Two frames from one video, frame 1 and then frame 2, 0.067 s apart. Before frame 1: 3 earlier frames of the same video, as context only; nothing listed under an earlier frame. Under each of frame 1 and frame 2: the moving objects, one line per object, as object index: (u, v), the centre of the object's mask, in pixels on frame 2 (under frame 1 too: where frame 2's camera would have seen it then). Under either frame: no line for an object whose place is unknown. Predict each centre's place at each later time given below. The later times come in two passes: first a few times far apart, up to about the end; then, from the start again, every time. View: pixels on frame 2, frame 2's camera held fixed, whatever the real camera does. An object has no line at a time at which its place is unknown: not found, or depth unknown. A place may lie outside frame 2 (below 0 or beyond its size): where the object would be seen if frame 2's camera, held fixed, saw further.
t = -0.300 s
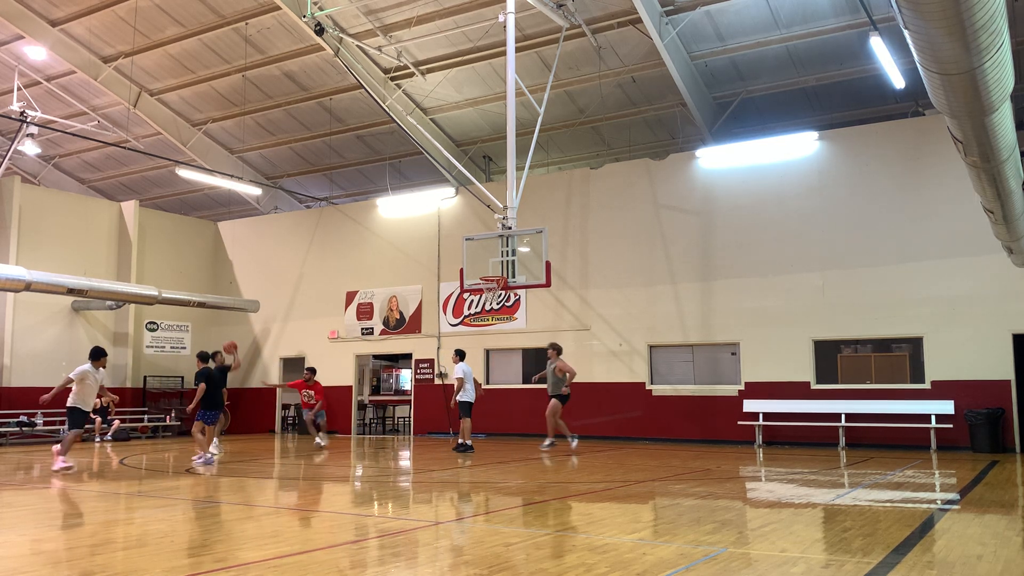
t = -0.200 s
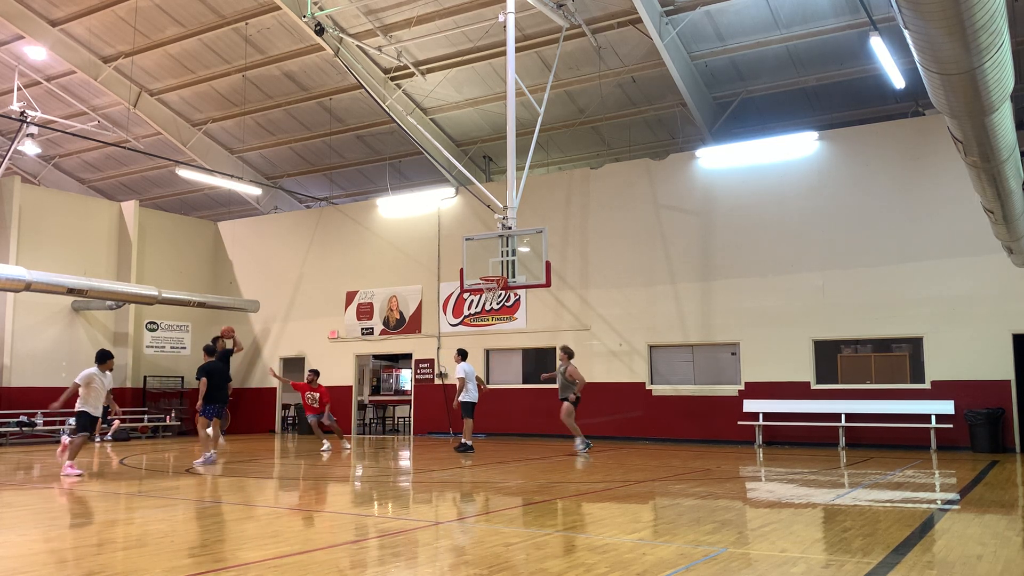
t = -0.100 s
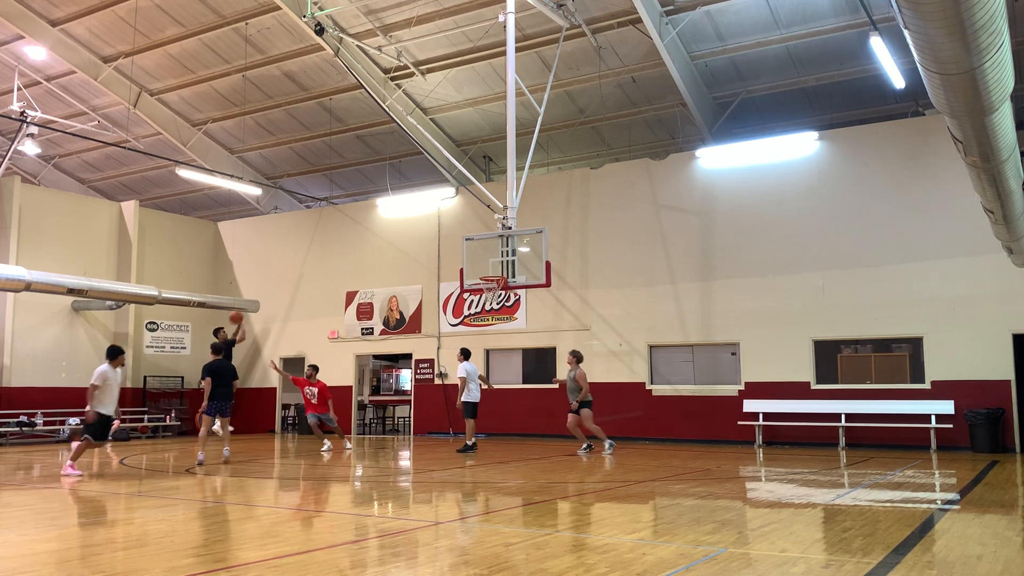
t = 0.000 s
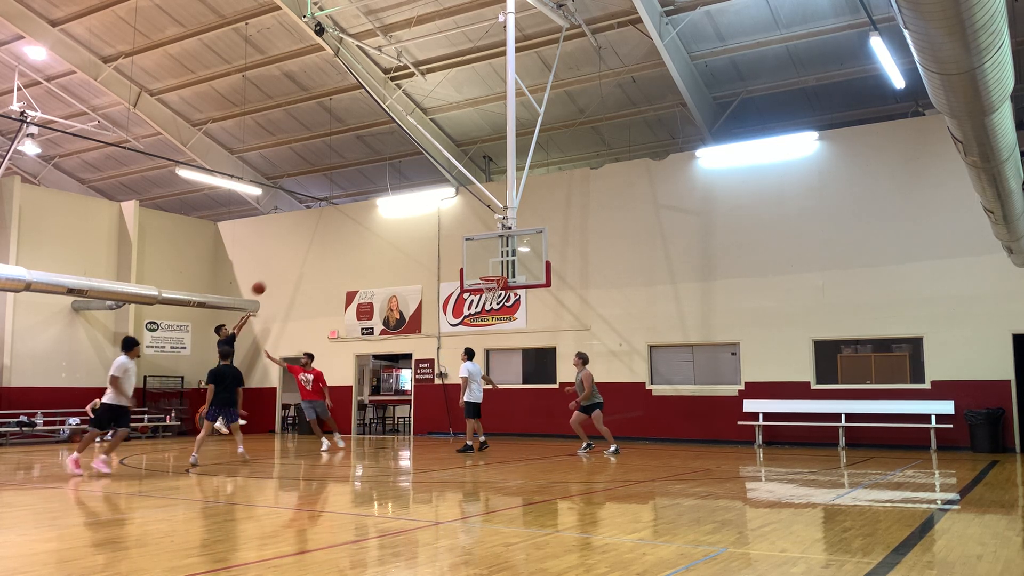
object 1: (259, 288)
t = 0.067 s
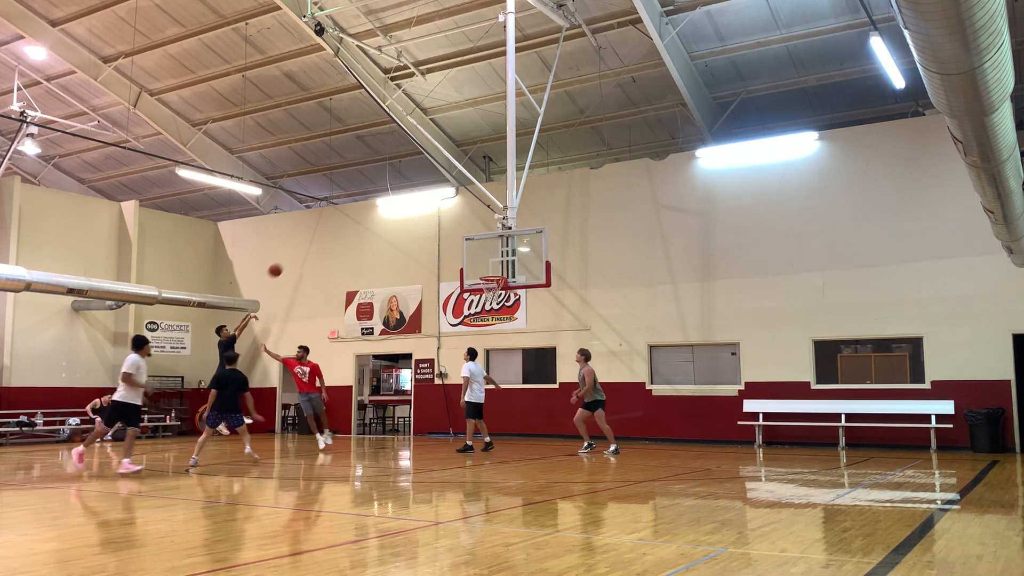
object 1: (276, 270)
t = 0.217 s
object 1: (313, 239)
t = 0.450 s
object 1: (367, 217)
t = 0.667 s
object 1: (417, 221)
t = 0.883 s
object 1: (466, 250)
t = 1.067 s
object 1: (499, 272)
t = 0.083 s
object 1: (280, 266)
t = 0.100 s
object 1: (284, 262)
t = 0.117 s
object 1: (288, 258)
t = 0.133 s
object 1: (292, 255)
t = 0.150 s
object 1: (296, 251)
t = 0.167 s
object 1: (300, 248)
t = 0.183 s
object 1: (308, 245)
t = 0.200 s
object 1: (310, 242)
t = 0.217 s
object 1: (313, 239)
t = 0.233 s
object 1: (317, 237)
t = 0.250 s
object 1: (321, 234)
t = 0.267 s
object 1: (325, 232)
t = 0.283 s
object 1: (329, 230)
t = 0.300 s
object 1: (332, 228)
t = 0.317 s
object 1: (336, 226)
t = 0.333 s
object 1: (340, 224)
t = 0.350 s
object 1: (344, 223)
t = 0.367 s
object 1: (348, 221)
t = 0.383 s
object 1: (352, 220)
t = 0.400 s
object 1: (356, 219)
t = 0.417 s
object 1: (360, 218)
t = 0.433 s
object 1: (364, 217)
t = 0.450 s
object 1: (367, 217)
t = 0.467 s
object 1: (371, 216)
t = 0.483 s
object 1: (375, 216)
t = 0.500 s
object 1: (379, 216)
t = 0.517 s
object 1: (383, 216)
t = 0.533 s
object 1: (386, 216)
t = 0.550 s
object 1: (390, 216)
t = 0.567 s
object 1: (394, 216)
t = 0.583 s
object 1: (398, 217)
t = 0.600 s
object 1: (402, 217)
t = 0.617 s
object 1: (406, 218)
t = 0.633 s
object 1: (410, 219)
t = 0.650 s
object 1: (414, 220)
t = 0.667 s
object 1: (417, 221)
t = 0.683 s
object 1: (421, 223)
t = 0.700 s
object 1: (425, 224)
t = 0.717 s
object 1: (429, 226)
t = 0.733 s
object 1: (432, 228)
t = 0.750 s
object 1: (436, 230)
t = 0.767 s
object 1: (440, 232)
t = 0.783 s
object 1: (443, 234)
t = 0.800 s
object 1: (447, 237)
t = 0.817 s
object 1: (451, 239)
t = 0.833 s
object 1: (455, 242)
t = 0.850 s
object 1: (458, 244)
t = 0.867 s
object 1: (462, 248)
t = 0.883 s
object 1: (466, 250)
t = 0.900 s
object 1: (469, 254)
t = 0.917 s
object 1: (473, 257)
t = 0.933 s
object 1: (477, 261)
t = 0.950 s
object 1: (480, 264)
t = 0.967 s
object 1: (484, 268)
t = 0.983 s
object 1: (488, 271)
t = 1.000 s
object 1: (490, 272)
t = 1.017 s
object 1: (493, 271)
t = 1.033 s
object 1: (495, 272)
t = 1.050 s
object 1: (498, 272)
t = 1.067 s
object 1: (499, 272)
